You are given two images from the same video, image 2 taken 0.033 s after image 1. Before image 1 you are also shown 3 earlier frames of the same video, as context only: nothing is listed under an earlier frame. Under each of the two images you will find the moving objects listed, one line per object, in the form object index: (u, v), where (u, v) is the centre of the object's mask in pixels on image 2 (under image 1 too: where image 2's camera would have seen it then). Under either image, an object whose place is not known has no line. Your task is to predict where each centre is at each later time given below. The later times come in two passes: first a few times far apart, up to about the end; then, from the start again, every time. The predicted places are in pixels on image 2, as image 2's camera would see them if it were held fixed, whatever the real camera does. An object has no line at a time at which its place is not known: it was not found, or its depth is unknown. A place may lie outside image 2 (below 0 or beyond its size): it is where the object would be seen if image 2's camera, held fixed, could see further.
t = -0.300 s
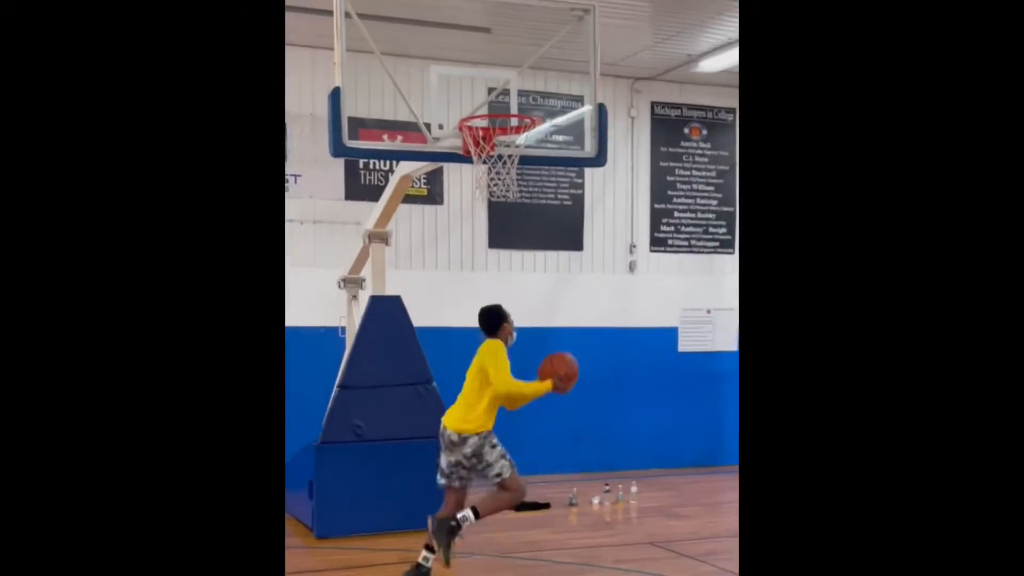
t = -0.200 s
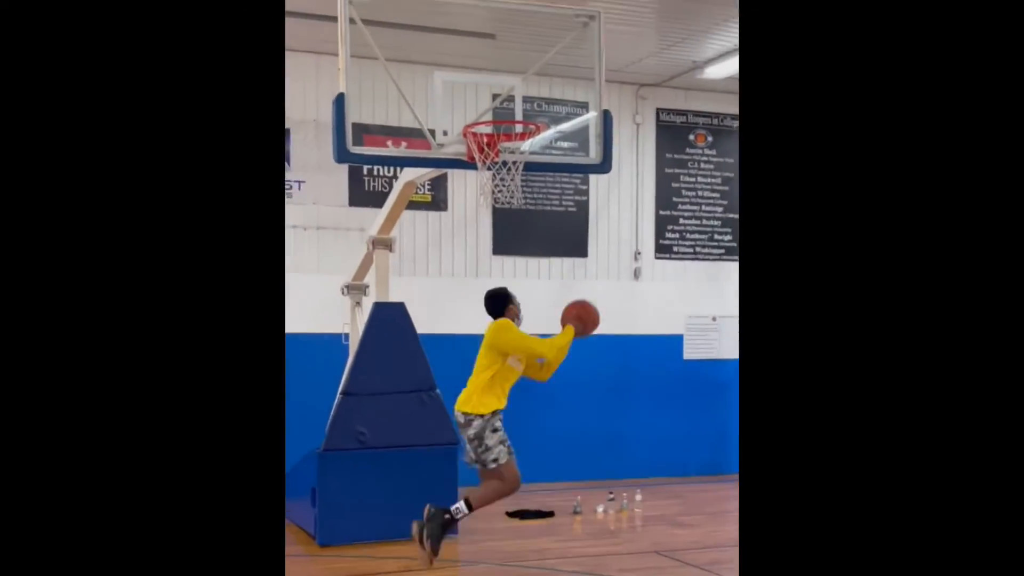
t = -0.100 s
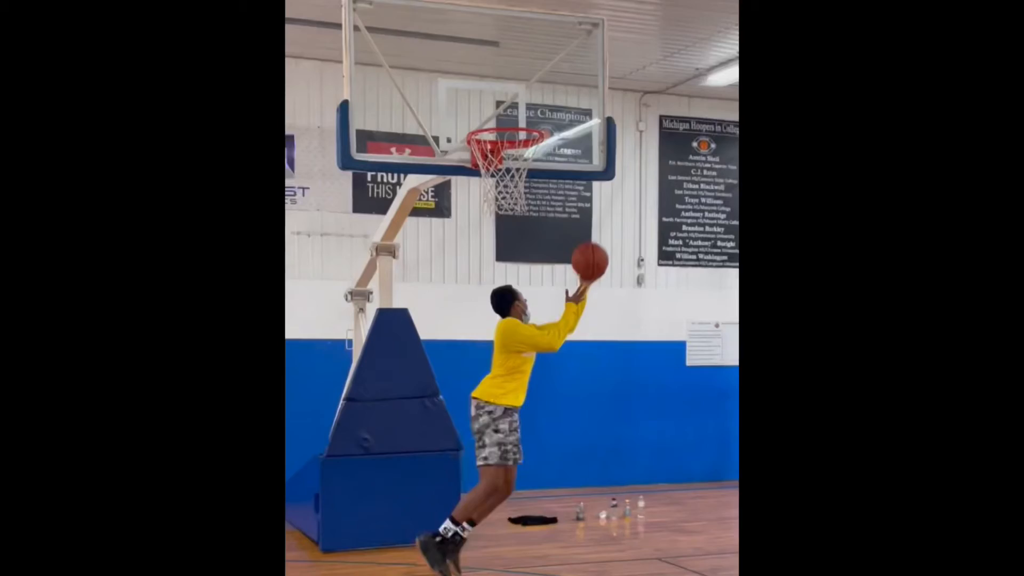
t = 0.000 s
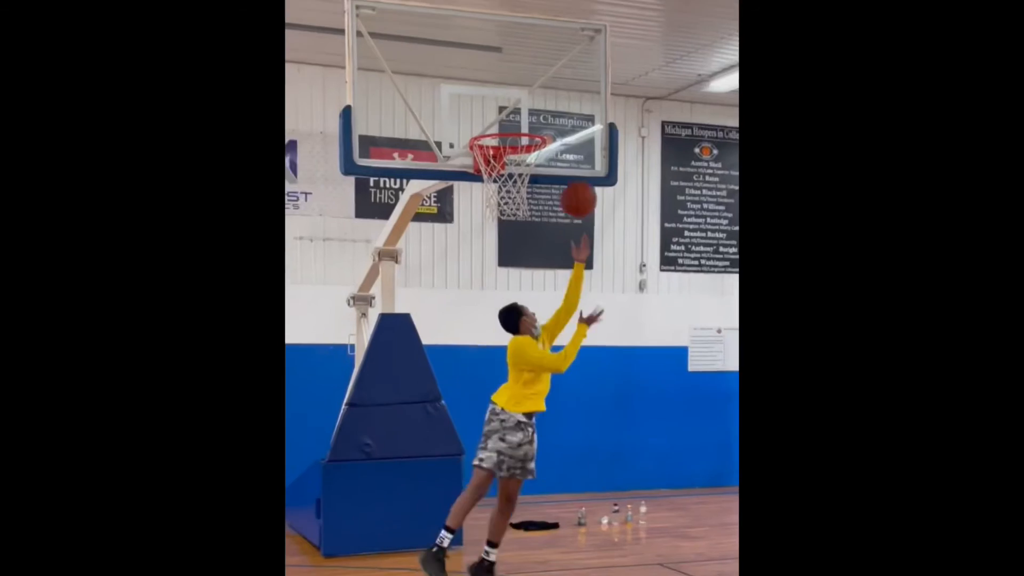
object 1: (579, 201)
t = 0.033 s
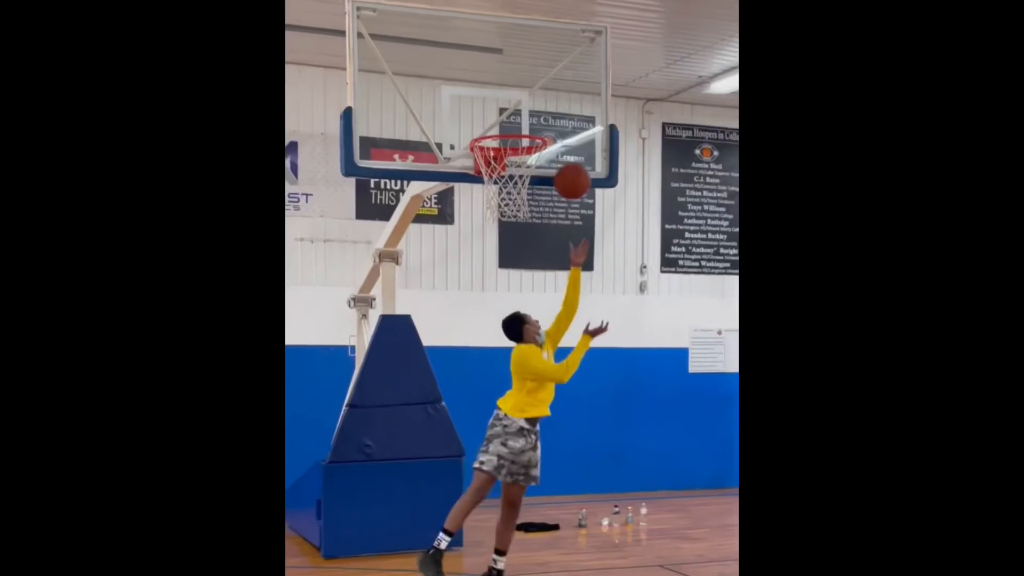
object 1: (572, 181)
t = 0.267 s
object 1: (536, 97)
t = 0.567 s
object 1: (497, 110)
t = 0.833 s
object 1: (499, 139)
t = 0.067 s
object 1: (565, 165)
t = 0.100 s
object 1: (559, 148)
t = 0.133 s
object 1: (554, 133)
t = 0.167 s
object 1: (549, 122)
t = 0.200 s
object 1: (544, 113)
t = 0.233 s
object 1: (541, 103)
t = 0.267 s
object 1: (536, 97)
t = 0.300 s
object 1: (532, 91)
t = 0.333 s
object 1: (528, 88)
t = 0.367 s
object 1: (524, 86)
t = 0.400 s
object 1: (520, 86)
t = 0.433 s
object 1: (515, 87)
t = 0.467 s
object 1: (511, 90)
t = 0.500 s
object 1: (506, 95)
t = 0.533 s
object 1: (501, 101)
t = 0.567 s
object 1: (497, 110)
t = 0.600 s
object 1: (493, 119)
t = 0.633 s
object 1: (494, 124)
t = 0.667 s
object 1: (504, 126)
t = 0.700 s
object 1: (514, 128)
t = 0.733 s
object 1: (520, 143)
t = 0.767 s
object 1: (516, 141)
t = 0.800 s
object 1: (506, 140)
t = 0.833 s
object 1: (499, 139)
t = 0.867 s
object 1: (489, 131)
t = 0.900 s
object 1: (501, 143)
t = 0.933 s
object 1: (508, 146)
